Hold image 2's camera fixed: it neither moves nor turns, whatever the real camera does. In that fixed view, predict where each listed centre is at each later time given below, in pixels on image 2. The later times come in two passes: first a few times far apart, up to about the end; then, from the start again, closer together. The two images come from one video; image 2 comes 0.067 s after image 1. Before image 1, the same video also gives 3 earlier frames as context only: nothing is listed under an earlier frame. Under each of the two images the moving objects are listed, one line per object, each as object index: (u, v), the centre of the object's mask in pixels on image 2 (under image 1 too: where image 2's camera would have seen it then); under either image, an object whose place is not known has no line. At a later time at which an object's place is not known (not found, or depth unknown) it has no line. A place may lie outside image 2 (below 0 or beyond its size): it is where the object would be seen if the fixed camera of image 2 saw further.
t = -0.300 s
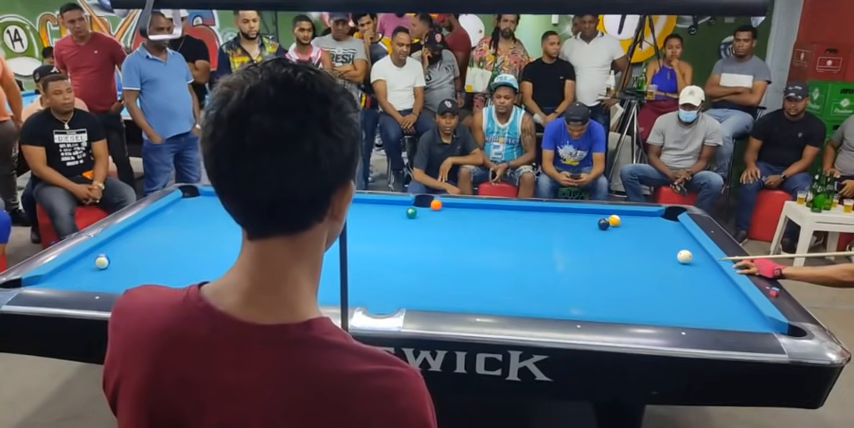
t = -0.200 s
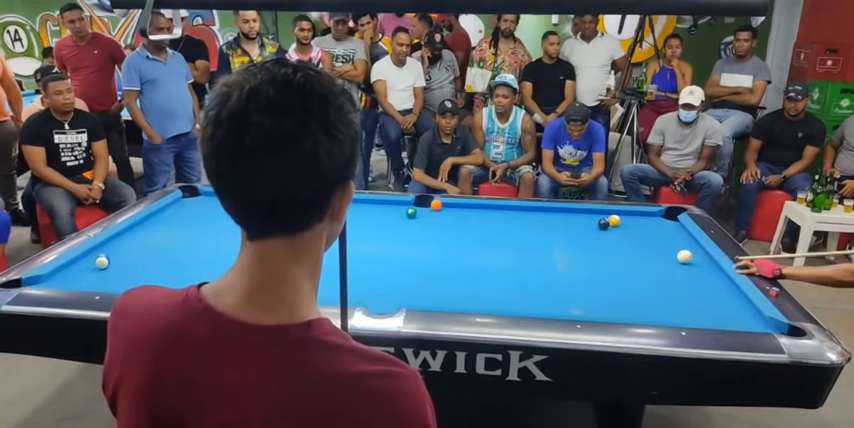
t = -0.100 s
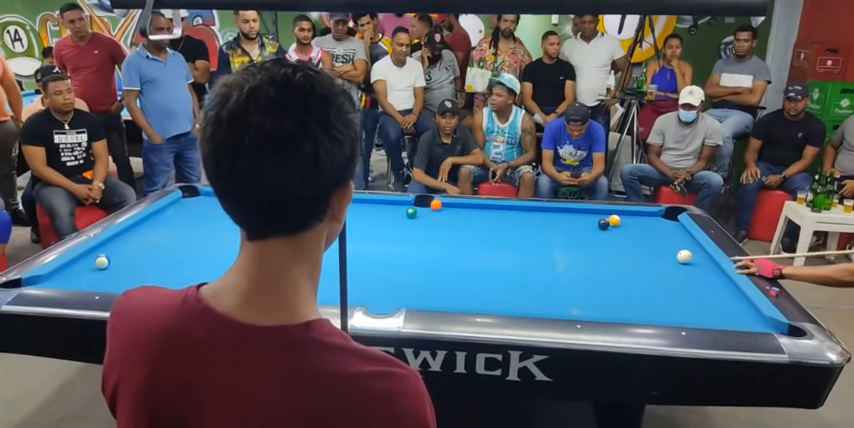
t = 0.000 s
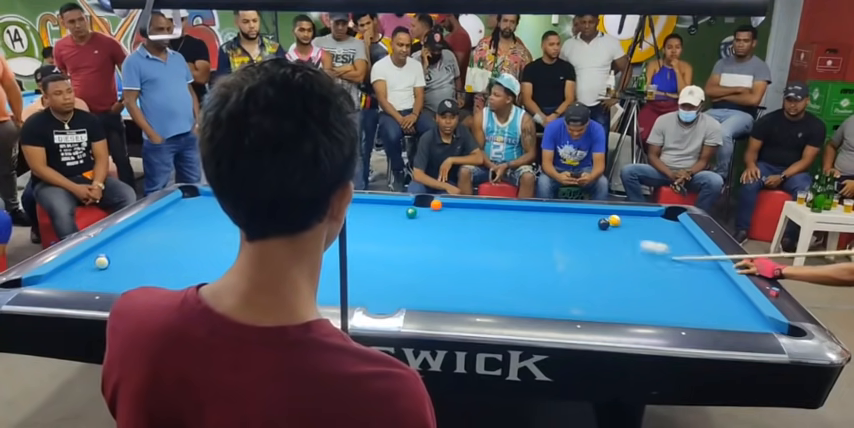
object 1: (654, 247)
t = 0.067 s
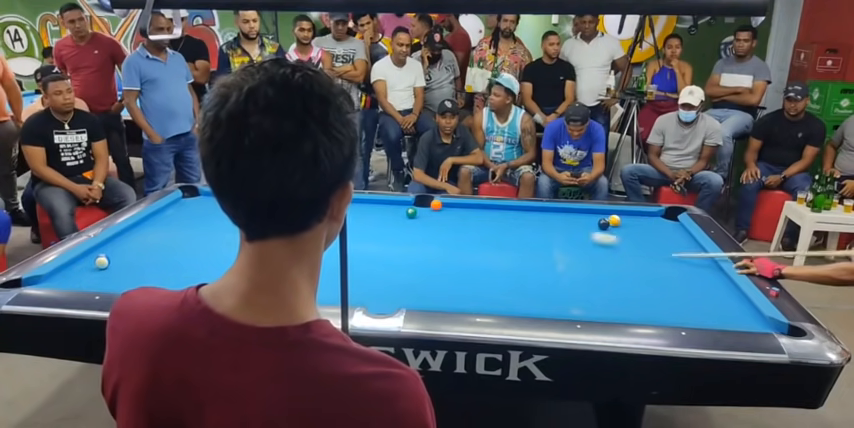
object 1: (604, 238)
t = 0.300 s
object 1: (474, 212)
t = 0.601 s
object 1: (448, 207)
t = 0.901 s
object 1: (450, 207)
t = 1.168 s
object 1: (452, 207)
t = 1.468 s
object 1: (453, 207)
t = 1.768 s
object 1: (453, 207)
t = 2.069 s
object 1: (453, 207)
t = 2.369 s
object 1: (453, 207)
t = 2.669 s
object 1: (453, 207)
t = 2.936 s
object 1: (453, 207)
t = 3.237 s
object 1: (453, 207)
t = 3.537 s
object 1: (453, 207)
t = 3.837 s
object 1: (453, 207)
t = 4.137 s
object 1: (453, 207)
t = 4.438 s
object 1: (453, 207)
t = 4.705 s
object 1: (453, 207)
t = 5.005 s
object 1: (453, 207)
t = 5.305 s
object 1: (453, 207)
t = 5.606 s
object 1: (453, 207)
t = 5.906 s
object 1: (453, 207)
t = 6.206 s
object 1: (453, 208)
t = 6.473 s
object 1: (453, 207)
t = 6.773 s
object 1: (453, 207)
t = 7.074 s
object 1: (453, 207)
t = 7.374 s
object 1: (453, 207)
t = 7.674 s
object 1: (453, 207)
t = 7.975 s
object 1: (453, 208)
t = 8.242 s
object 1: (453, 208)
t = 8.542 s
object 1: (453, 208)
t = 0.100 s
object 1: (582, 234)
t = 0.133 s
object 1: (561, 230)
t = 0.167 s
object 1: (542, 226)
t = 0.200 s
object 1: (523, 222)
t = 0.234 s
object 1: (505, 219)
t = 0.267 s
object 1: (490, 215)
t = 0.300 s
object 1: (474, 212)
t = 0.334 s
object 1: (461, 209)
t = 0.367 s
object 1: (448, 207)
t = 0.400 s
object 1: (445, 207)
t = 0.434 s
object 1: (445, 207)
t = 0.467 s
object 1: (446, 207)
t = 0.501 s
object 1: (446, 207)
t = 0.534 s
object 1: (447, 207)
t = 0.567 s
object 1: (447, 207)
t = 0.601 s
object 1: (448, 207)
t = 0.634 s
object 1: (448, 207)
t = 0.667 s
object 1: (448, 207)
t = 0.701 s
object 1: (449, 207)
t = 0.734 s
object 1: (449, 207)
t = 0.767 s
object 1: (449, 207)
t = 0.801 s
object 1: (450, 207)
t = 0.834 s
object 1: (450, 207)
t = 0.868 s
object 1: (450, 207)
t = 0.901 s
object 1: (450, 207)
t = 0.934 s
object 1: (451, 207)
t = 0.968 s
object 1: (451, 207)
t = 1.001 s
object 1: (451, 207)
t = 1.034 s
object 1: (451, 207)
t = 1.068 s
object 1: (452, 207)
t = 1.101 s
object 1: (452, 207)
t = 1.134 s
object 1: (452, 207)
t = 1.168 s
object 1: (452, 207)
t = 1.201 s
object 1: (452, 207)
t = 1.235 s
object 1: (452, 207)
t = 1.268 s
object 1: (452, 207)
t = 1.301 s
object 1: (453, 207)
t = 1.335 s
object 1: (452, 207)
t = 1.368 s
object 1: (453, 207)
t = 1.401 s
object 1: (453, 207)
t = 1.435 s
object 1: (453, 207)
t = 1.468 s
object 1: (453, 207)
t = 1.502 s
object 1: (453, 207)
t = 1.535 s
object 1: (453, 207)
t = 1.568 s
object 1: (453, 207)
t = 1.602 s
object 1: (453, 207)
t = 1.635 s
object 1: (453, 207)
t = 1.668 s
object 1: (453, 207)
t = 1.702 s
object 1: (453, 207)
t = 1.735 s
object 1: (453, 207)
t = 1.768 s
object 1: (453, 207)
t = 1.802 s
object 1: (453, 207)
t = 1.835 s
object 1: (453, 207)
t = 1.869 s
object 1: (453, 207)
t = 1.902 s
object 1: (453, 207)
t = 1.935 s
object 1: (453, 207)
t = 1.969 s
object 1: (453, 207)
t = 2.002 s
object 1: (453, 207)
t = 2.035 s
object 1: (453, 207)
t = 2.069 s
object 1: (453, 207)
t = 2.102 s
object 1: (453, 207)
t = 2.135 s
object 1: (453, 207)
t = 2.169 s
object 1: (453, 207)
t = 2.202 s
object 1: (453, 207)
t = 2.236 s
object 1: (453, 207)
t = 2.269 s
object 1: (453, 207)
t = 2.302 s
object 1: (453, 207)
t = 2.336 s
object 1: (453, 207)
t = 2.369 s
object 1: (453, 207)
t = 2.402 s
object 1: (453, 207)
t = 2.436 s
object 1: (453, 207)
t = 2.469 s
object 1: (453, 207)
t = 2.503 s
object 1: (453, 207)
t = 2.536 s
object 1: (453, 207)
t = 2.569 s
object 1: (453, 207)
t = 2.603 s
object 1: (453, 207)
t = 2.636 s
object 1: (453, 207)
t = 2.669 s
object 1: (453, 207)
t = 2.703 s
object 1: (453, 207)
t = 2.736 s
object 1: (453, 207)
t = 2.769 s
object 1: (453, 207)
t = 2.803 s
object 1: (453, 207)
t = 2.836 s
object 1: (453, 207)
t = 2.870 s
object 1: (453, 207)
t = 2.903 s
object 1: (453, 207)
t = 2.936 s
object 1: (453, 207)
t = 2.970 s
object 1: (453, 207)
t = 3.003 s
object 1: (453, 207)
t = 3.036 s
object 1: (453, 207)
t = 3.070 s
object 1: (453, 207)
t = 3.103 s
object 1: (453, 207)
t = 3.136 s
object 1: (453, 207)
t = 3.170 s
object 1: (453, 207)
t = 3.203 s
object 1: (453, 207)
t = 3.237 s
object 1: (453, 207)
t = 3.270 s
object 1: (453, 207)
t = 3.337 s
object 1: (453, 207)
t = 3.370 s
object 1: (453, 207)
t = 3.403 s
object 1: (453, 207)
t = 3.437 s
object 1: (453, 207)
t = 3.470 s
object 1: (453, 207)
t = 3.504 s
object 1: (453, 207)
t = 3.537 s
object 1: (453, 207)
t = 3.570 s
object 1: (453, 207)
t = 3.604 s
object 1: (453, 207)
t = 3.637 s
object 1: (453, 207)
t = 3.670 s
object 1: (453, 207)
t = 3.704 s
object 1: (453, 207)
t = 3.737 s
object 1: (453, 207)
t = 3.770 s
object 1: (453, 207)
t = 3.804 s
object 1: (453, 207)
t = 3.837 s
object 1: (453, 207)
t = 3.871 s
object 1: (453, 207)
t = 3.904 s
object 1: (453, 207)
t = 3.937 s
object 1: (453, 207)
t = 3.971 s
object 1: (453, 207)
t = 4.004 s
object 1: (453, 208)
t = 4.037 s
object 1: (453, 208)
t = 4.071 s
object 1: (453, 208)
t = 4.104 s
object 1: (453, 207)
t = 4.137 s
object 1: (453, 207)
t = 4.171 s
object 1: (453, 207)
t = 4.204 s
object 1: (453, 207)
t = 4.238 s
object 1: (453, 207)
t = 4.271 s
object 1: (453, 207)
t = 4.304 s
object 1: (453, 207)
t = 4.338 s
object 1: (453, 207)
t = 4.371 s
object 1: (453, 207)
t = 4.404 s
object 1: (453, 207)
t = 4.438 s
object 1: (453, 207)
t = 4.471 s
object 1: (453, 207)
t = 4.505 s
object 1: (453, 207)
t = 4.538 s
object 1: (453, 207)
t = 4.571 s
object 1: (453, 207)
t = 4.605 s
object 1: (453, 207)
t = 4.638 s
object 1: (453, 207)
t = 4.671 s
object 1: (453, 207)
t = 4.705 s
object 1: (453, 207)
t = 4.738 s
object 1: (453, 207)
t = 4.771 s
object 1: (453, 207)
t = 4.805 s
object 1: (453, 207)
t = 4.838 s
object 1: (453, 207)
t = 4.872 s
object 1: (453, 207)
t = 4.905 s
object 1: (453, 207)
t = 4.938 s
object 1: (453, 207)
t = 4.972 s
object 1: (453, 207)
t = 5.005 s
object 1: (453, 207)
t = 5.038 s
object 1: (453, 207)
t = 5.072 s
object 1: (453, 207)
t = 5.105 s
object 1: (453, 207)
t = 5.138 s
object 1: (453, 207)
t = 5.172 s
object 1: (453, 207)
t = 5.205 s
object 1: (453, 207)
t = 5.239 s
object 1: (453, 207)
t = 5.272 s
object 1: (453, 207)
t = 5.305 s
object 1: (453, 207)
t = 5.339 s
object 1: (453, 207)
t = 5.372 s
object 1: (453, 207)
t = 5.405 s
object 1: (453, 207)
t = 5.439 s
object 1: (453, 207)
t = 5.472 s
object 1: (453, 207)
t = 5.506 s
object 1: (453, 207)
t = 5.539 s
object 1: (453, 207)
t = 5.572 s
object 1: (453, 207)
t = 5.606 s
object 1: (453, 207)
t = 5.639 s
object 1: (453, 207)
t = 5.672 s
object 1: (453, 207)
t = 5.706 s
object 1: (453, 207)
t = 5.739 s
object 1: (453, 207)
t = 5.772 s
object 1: (453, 207)
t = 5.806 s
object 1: (453, 207)
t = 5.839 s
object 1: (453, 207)
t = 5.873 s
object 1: (453, 207)
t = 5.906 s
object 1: (453, 207)
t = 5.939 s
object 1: (453, 207)
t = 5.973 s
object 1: (453, 207)
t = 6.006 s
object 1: (453, 207)
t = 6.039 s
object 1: (453, 207)
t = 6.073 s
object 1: (453, 208)
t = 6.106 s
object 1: (453, 208)
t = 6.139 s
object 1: (453, 208)
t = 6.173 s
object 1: (453, 208)
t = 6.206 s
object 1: (453, 208)
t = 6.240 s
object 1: (453, 208)
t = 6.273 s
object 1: (453, 207)
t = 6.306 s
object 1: (453, 207)
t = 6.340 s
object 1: (453, 207)
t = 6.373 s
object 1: (453, 207)
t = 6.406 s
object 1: (453, 207)
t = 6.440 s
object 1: (453, 207)
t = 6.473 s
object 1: (453, 207)
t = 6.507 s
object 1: (453, 207)
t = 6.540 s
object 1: (453, 207)
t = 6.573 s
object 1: (453, 207)
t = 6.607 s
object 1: (453, 207)
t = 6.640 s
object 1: (453, 207)
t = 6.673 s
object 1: (453, 207)
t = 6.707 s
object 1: (453, 207)
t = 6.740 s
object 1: (453, 207)
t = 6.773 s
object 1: (453, 207)
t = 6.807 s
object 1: (453, 207)
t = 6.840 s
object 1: (453, 207)
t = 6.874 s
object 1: (453, 207)
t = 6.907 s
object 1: (453, 207)
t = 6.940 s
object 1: (453, 207)
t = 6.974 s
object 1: (453, 207)
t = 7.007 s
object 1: (453, 207)
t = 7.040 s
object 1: (453, 207)
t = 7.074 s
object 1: (453, 207)
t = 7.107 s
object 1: (453, 207)
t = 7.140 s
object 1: (453, 207)
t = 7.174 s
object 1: (453, 208)
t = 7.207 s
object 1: (453, 207)
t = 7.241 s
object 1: (453, 207)
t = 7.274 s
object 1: (453, 207)
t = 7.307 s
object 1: (453, 208)
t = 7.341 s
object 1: (453, 207)
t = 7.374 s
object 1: (453, 207)
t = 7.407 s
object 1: (453, 208)
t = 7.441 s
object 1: (453, 207)
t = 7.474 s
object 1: (453, 207)
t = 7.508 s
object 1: (453, 207)
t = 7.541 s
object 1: (453, 207)
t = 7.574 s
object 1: (453, 207)
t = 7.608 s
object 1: (453, 207)
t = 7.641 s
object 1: (453, 207)
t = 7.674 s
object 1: (453, 207)
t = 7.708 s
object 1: (453, 208)
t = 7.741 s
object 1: (453, 207)
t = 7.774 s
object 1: (453, 208)
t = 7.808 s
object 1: (453, 207)
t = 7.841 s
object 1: (453, 208)
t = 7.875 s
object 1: (453, 208)
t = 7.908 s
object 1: (453, 208)
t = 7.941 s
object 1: (453, 208)
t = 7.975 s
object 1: (453, 208)
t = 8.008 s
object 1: (453, 208)
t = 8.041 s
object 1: (453, 208)
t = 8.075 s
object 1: (453, 207)
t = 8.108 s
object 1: (453, 207)
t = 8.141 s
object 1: (453, 207)
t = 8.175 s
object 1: (453, 208)
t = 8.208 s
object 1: (453, 208)
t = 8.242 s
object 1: (453, 208)
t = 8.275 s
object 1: (453, 208)
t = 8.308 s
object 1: (453, 208)
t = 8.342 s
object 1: (453, 207)
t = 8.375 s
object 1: (453, 207)
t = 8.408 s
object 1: (453, 208)
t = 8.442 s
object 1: (453, 208)
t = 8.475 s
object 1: (453, 208)
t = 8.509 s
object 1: (453, 208)
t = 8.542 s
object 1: (453, 208)
